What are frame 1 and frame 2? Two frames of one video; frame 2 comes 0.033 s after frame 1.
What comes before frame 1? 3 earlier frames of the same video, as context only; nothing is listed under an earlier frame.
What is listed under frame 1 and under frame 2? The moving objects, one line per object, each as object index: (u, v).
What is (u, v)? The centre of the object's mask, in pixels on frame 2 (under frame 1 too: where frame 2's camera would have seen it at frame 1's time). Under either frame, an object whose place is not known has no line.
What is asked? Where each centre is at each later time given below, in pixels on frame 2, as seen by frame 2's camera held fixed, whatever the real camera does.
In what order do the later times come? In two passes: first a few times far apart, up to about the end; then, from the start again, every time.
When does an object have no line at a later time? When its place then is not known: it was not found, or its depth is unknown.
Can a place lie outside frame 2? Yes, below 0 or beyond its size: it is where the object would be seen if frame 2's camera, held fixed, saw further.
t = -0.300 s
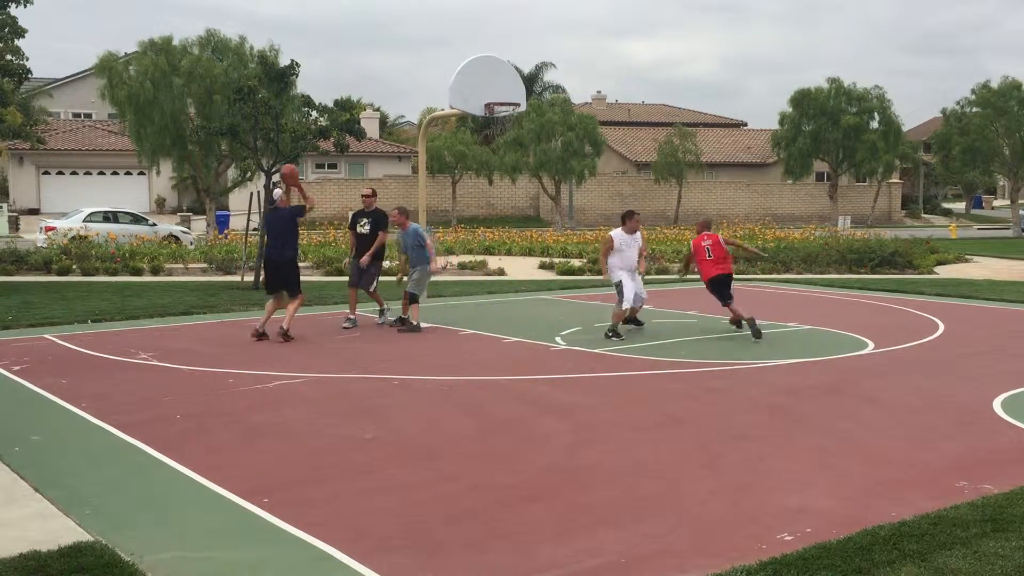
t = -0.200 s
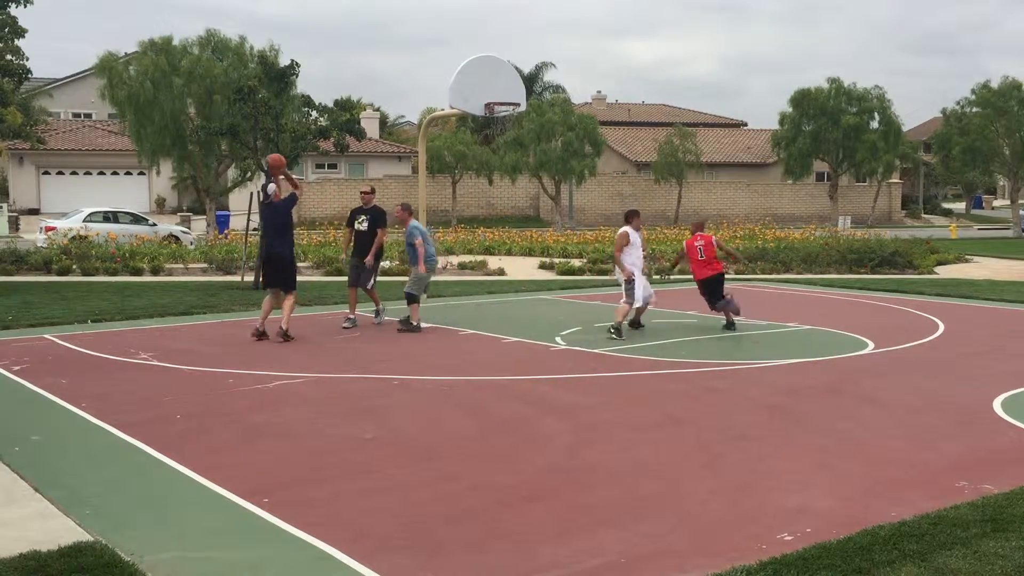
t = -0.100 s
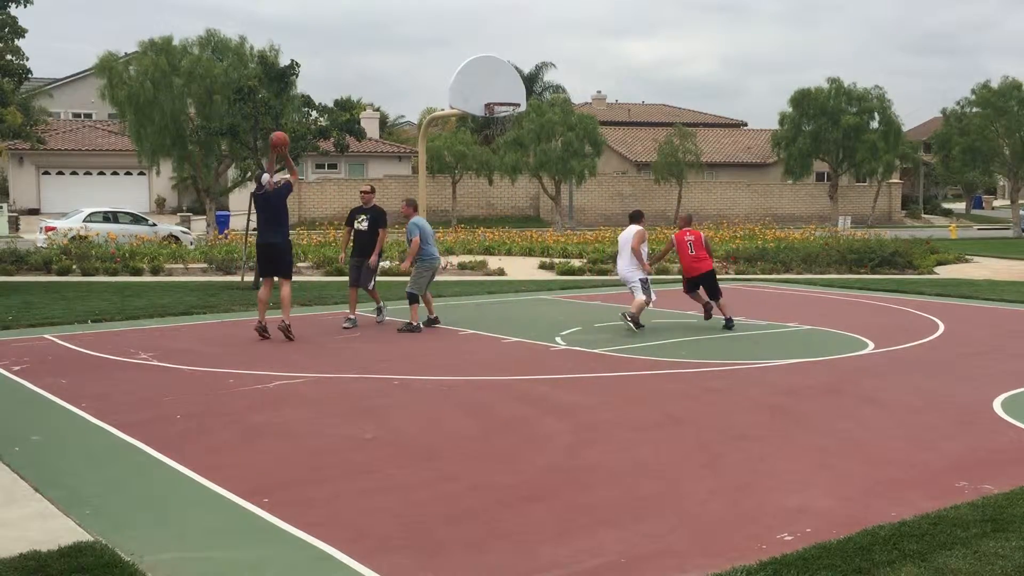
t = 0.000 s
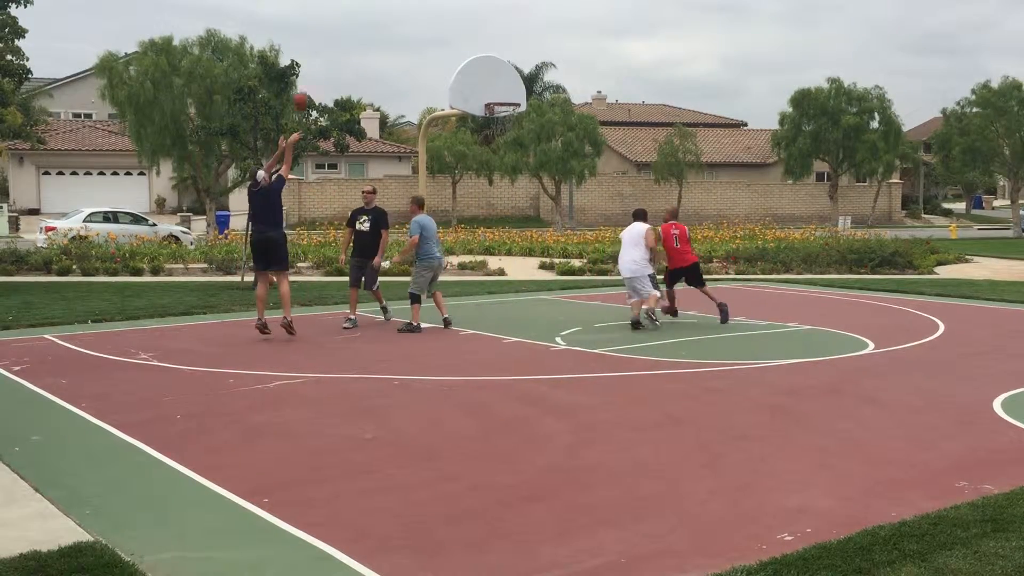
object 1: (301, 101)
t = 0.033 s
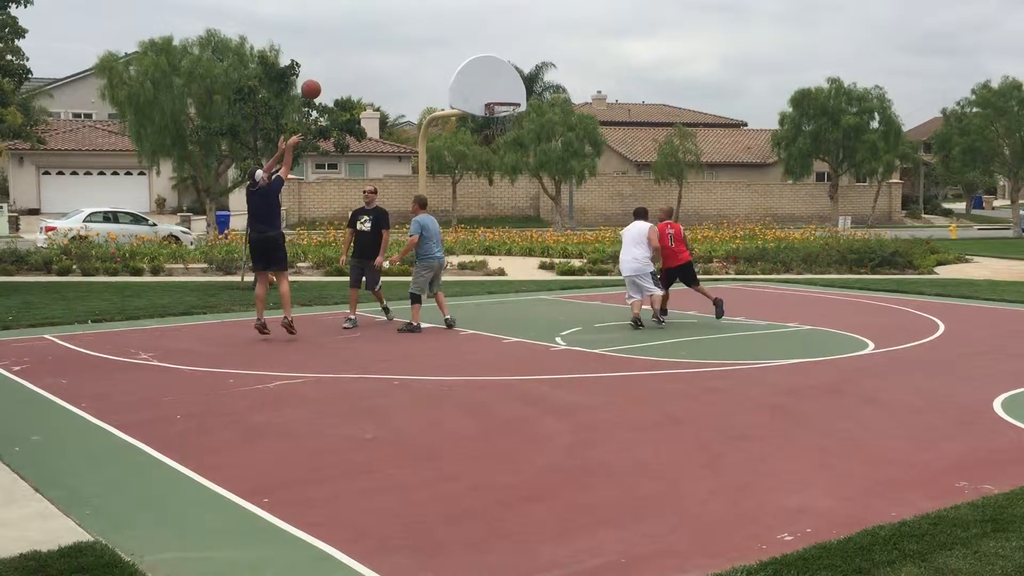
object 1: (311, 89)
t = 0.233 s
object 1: (360, 39)
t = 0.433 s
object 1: (406, 22)
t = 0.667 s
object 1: (455, 41)
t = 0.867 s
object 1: (493, 85)
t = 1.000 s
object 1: (509, 113)
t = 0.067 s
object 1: (319, 78)
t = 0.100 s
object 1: (328, 68)
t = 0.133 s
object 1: (336, 59)
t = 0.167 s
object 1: (344, 51)
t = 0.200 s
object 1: (352, 44)
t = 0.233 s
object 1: (360, 39)
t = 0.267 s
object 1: (368, 33)
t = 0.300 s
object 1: (376, 29)
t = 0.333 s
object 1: (383, 26)
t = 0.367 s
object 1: (391, 24)
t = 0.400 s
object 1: (398, 23)
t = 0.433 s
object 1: (406, 22)
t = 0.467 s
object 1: (413, 22)
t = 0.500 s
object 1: (420, 23)
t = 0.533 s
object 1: (427, 26)
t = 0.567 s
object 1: (434, 28)
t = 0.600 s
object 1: (441, 32)
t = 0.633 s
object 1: (448, 36)
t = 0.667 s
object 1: (455, 41)
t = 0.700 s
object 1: (461, 46)
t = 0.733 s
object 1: (468, 53)
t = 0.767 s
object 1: (474, 60)
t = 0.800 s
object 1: (481, 68)
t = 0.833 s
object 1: (487, 76)
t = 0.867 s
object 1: (493, 85)
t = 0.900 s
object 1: (499, 95)
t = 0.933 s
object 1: (504, 103)
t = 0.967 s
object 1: (508, 109)
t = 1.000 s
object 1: (509, 113)
